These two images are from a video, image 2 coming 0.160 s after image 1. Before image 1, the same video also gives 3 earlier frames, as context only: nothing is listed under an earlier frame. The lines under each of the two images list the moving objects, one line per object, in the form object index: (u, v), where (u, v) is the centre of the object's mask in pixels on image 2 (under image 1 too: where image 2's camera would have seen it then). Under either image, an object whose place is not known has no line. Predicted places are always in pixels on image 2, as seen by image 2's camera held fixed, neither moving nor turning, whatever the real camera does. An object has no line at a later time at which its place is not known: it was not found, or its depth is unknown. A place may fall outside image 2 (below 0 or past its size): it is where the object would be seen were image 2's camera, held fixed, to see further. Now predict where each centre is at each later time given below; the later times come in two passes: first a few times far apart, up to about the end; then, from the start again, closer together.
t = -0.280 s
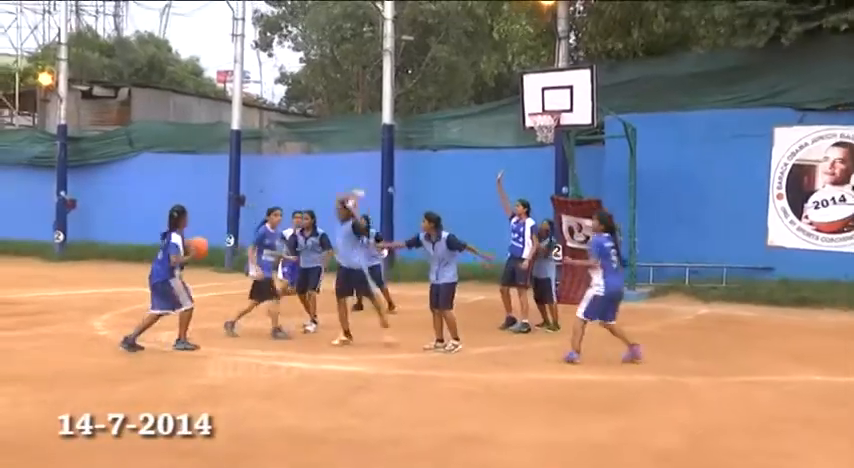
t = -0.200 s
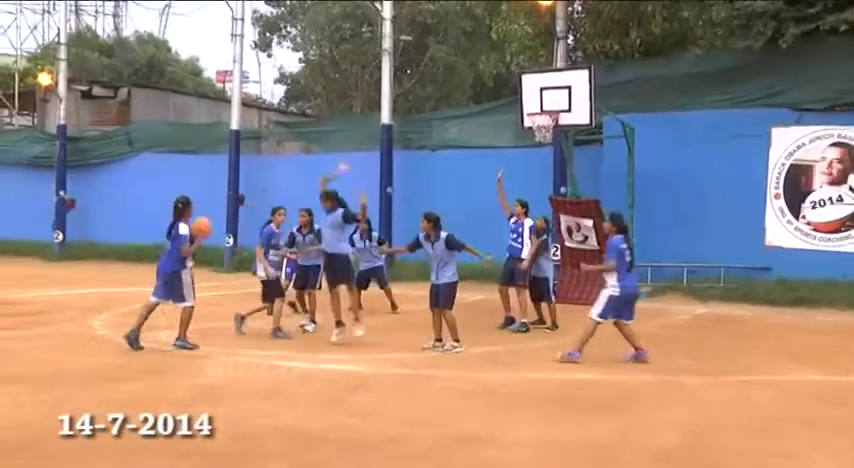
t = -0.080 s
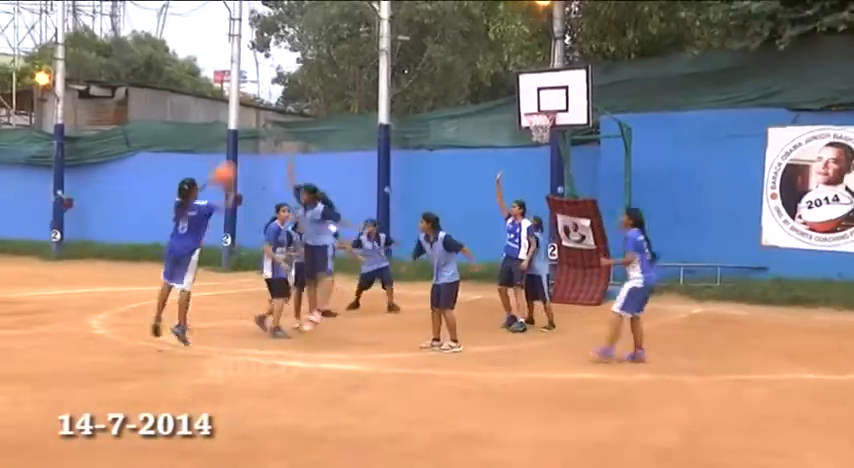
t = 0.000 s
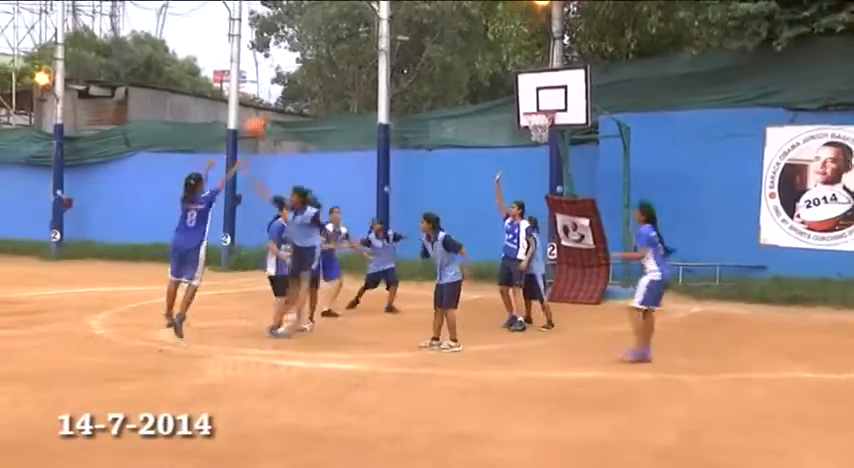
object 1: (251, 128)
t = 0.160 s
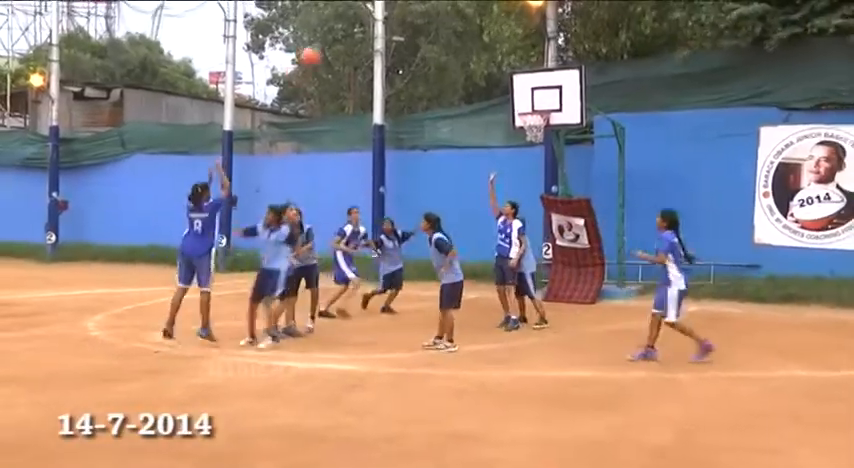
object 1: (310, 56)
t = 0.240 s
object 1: (336, 30)
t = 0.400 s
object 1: (389, 3)
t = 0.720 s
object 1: (474, -6)
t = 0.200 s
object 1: (324, 42)
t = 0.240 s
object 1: (336, 30)
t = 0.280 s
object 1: (350, 20)
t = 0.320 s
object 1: (363, 12)
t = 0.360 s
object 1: (376, 6)
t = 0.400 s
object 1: (389, 3)
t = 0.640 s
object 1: (452, -12)
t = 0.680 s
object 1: (464, -10)
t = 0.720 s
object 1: (474, -6)
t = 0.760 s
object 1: (483, 1)
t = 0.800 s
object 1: (492, 7)
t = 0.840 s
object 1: (500, 13)
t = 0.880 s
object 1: (508, 22)
